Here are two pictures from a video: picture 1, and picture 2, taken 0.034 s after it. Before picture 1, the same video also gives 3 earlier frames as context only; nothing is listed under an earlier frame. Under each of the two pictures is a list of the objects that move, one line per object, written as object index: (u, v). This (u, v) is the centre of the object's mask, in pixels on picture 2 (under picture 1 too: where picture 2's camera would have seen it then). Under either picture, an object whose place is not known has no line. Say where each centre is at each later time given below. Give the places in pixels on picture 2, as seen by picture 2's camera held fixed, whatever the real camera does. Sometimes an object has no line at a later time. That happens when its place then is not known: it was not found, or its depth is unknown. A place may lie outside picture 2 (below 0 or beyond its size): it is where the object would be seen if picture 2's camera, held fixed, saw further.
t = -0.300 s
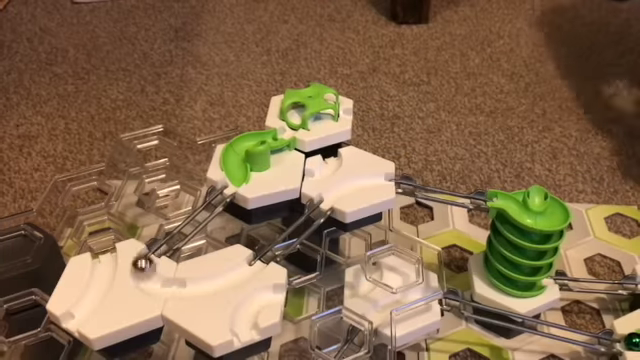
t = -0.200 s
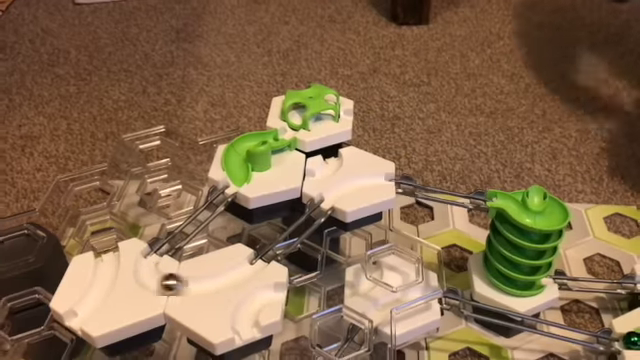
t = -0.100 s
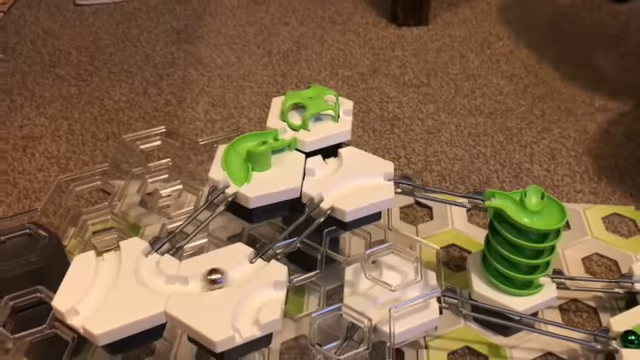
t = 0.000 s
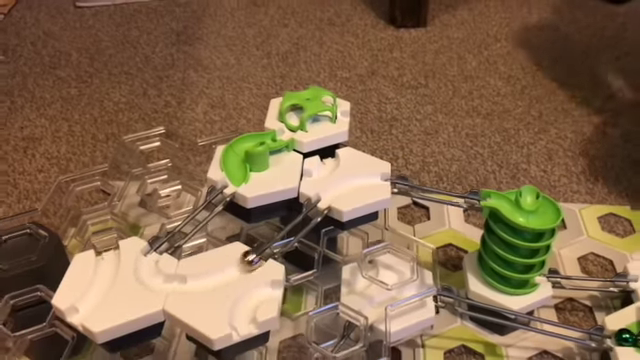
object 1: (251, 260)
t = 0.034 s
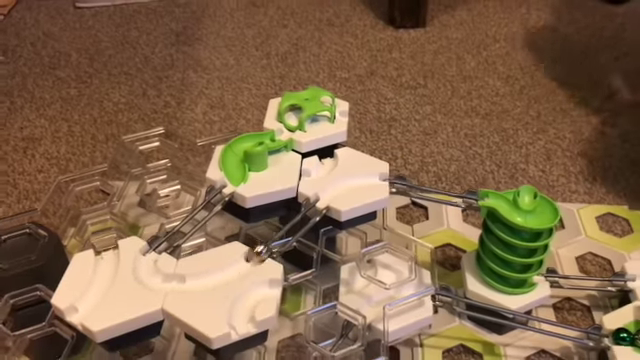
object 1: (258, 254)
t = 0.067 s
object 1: (265, 247)
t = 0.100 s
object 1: (275, 237)
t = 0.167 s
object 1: (293, 223)
